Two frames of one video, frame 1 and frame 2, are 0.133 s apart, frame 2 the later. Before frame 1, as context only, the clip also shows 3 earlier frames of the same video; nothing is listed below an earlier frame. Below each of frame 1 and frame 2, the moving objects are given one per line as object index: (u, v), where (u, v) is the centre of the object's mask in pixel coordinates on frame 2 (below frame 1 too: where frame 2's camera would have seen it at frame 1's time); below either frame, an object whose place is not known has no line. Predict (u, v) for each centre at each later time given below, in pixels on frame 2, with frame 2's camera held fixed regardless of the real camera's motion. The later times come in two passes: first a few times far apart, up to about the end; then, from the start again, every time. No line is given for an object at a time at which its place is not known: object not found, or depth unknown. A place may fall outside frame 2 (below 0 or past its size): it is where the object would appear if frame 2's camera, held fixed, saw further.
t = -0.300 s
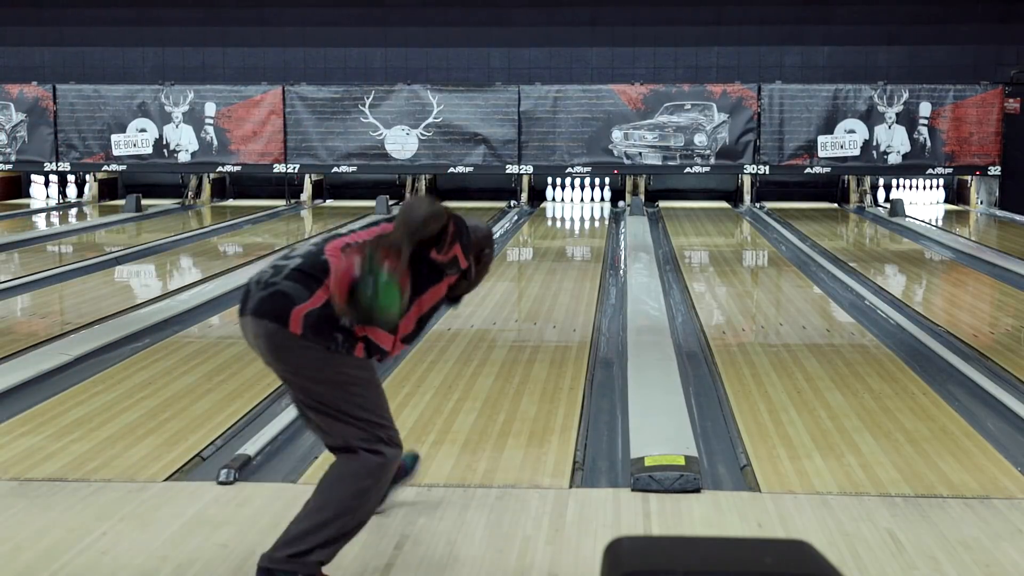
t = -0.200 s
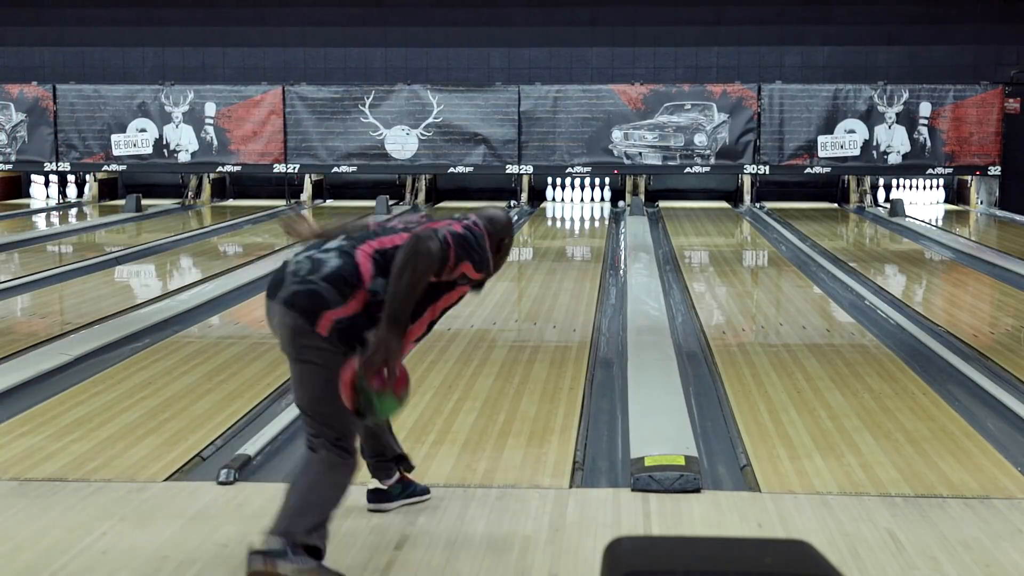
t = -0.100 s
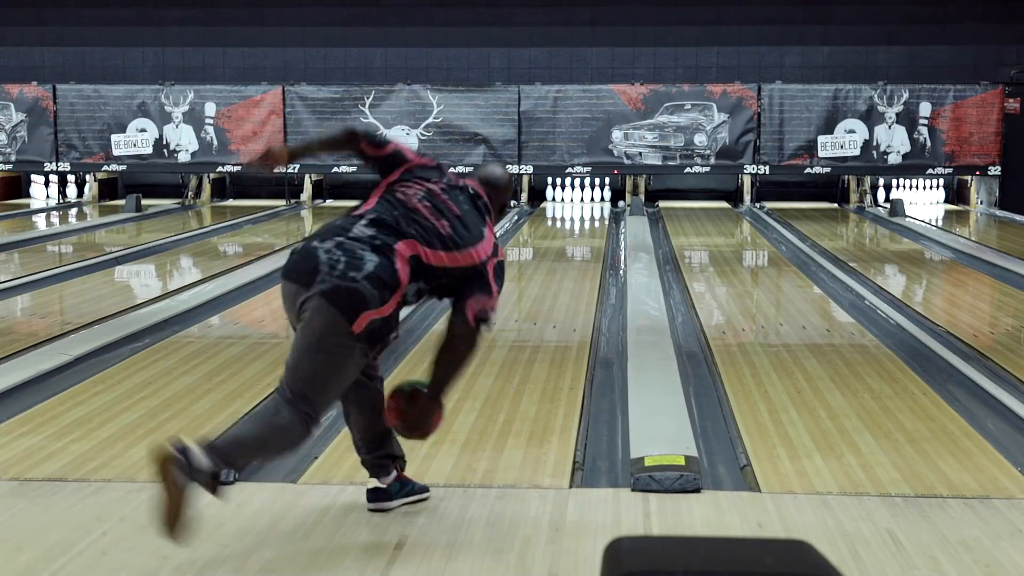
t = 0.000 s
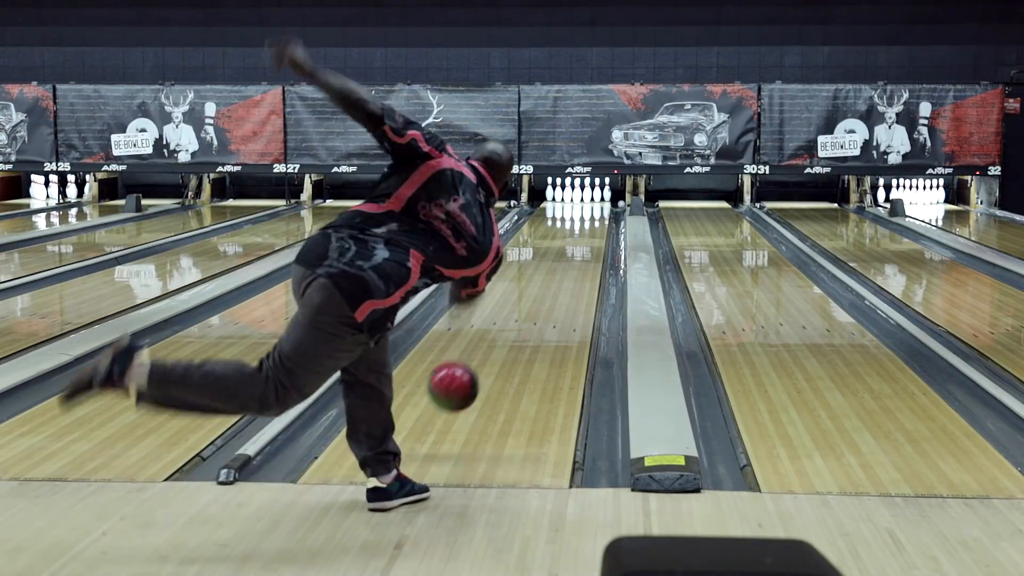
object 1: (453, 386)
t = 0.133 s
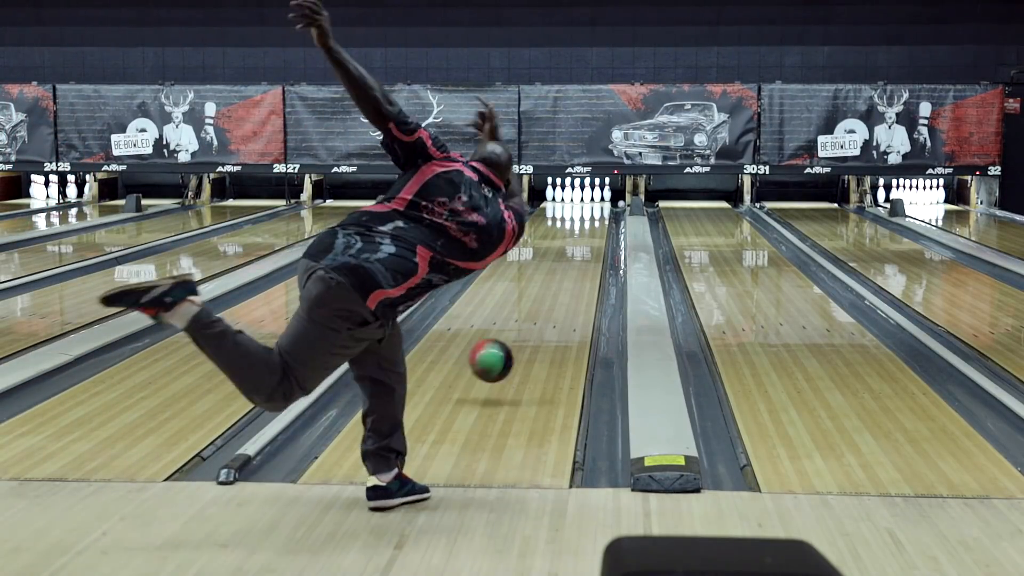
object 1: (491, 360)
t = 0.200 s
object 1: (506, 363)
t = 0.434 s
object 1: (544, 315)
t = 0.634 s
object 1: (566, 287)
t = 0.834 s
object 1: (581, 264)
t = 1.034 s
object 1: (591, 248)
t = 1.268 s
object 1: (598, 232)
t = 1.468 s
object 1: (600, 222)
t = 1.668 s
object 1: (599, 212)
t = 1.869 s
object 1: (594, 205)
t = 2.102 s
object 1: (585, 198)
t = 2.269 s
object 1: (588, 195)
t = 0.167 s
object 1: (499, 360)
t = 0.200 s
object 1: (506, 363)
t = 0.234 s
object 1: (513, 355)
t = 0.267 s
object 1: (519, 346)
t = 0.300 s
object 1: (525, 339)
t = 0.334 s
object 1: (530, 333)
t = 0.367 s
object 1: (537, 330)
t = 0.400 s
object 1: (542, 321)
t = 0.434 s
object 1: (544, 315)
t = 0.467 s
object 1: (548, 309)
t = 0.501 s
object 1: (552, 304)
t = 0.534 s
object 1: (556, 300)
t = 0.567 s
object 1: (560, 295)
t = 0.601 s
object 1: (563, 291)
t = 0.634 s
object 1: (566, 287)
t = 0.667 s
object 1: (569, 283)
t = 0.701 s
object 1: (571, 278)
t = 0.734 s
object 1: (574, 275)
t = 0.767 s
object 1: (576, 271)
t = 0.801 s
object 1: (579, 268)
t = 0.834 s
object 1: (581, 264)
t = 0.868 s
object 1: (583, 261)
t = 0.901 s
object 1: (584, 258)
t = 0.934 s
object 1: (586, 255)
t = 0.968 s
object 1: (588, 252)
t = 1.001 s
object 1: (589, 250)
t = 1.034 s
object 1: (591, 248)
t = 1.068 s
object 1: (592, 245)
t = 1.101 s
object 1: (593, 243)
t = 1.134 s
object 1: (594, 241)
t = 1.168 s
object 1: (595, 238)
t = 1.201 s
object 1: (596, 236)
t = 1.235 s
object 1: (597, 234)
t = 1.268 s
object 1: (598, 232)
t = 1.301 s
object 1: (598, 230)
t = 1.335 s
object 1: (599, 228)
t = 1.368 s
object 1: (599, 227)
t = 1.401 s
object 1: (599, 225)
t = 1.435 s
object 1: (600, 223)
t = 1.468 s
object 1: (600, 222)
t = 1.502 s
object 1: (600, 220)
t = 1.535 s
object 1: (600, 218)
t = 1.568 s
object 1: (600, 217)
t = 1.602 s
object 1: (600, 215)
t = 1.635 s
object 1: (599, 214)
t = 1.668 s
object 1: (599, 212)
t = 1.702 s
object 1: (599, 211)
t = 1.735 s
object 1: (598, 210)
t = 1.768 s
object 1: (597, 209)
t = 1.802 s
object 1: (596, 208)
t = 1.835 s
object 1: (595, 207)
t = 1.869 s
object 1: (594, 205)
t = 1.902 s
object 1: (593, 204)
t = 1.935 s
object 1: (591, 203)
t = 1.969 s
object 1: (590, 202)
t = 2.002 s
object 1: (589, 201)
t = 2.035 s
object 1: (588, 200)
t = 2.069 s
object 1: (586, 199)
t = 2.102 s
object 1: (585, 198)
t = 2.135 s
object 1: (584, 197)
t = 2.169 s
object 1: (585, 197)
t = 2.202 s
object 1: (585, 195)
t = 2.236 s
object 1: (585, 195)
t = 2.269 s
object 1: (588, 195)
